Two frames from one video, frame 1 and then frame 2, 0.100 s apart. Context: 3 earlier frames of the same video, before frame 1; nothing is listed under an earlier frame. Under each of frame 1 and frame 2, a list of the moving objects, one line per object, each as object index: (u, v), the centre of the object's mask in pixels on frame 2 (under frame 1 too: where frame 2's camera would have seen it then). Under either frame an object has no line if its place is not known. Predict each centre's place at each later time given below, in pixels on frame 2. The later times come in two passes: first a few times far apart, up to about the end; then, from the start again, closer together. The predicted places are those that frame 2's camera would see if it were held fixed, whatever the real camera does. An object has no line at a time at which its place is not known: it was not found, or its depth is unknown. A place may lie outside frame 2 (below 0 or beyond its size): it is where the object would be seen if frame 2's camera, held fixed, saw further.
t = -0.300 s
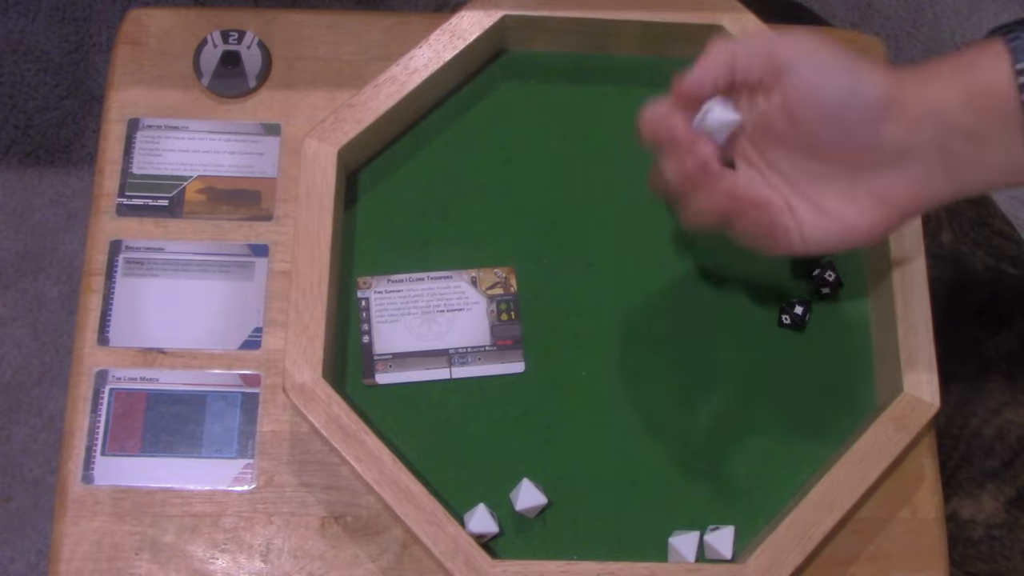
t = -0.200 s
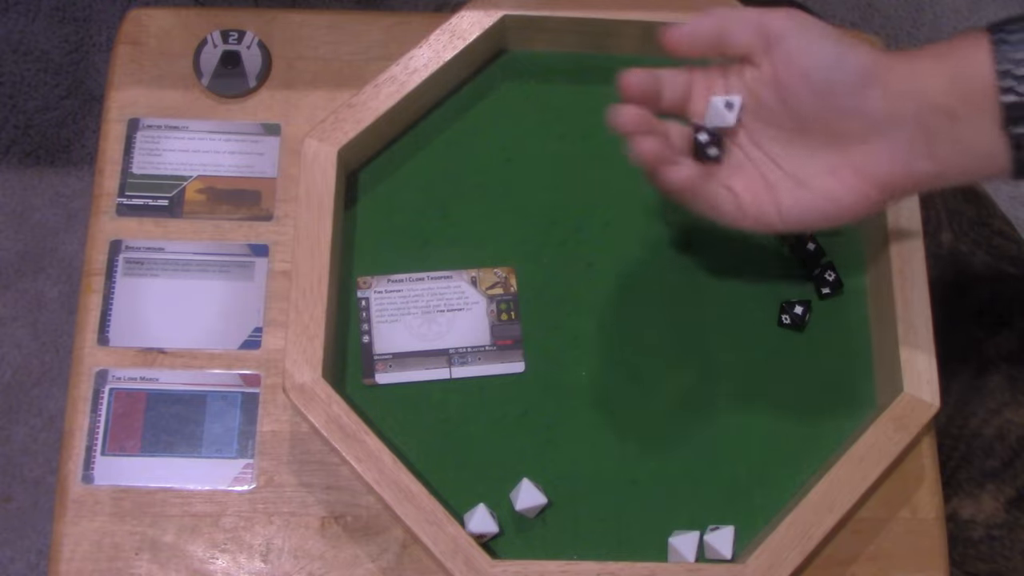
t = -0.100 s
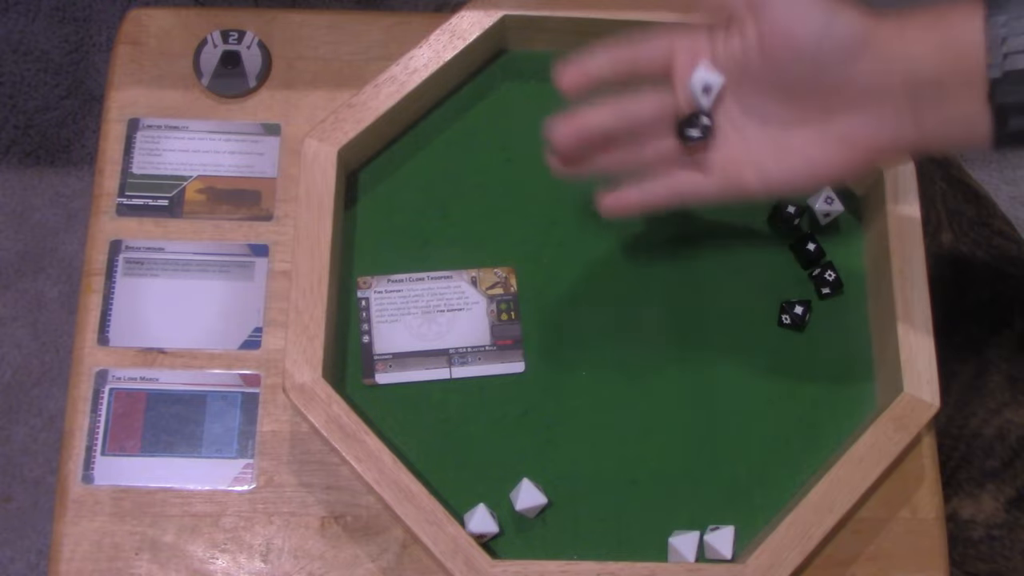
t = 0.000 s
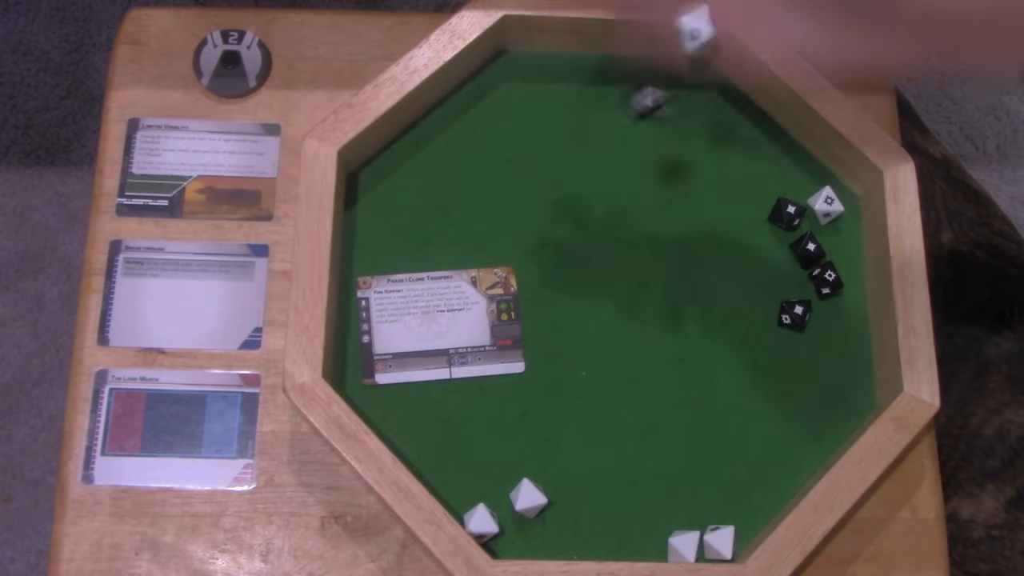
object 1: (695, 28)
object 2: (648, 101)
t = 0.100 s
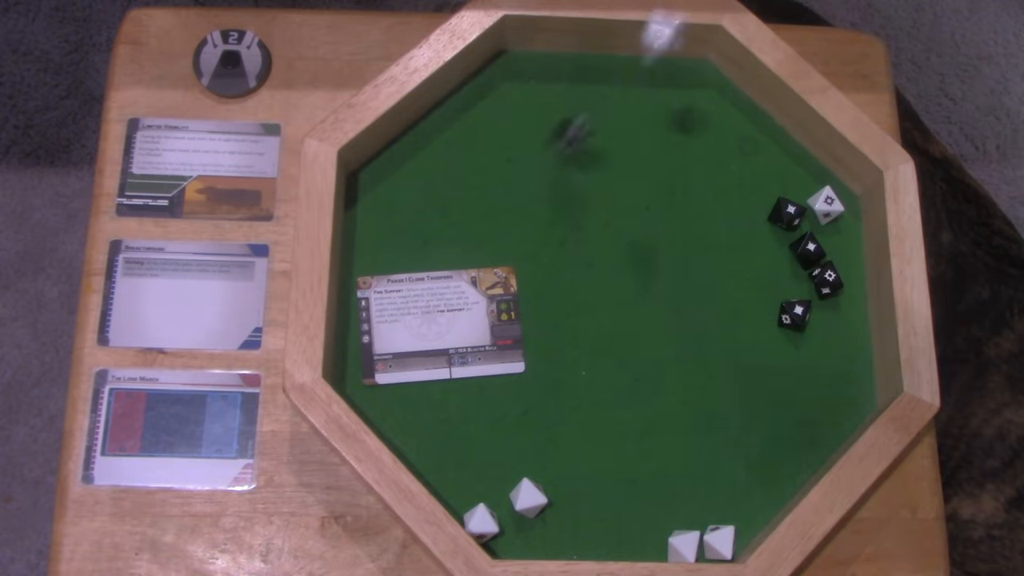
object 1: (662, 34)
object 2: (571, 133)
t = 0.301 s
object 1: (561, 83)
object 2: (472, 272)
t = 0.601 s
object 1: (538, 91)
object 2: (430, 410)
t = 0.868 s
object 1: (538, 91)
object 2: (430, 410)
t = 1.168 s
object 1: (538, 91)
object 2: (430, 410)
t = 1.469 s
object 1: (538, 91)
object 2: (430, 410)
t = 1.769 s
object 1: (538, 91)
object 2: (430, 410)
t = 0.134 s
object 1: (643, 59)
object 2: (547, 158)
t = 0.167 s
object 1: (624, 94)
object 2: (534, 165)
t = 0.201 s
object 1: (605, 113)
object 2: (517, 186)
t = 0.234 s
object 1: (594, 96)
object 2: (499, 221)
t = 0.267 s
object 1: (579, 84)
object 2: (485, 248)
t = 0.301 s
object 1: (561, 83)
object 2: (472, 272)
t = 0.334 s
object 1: (546, 89)
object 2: (461, 306)
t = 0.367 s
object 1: (538, 89)
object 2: (451, 335)
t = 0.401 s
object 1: (537, 91)
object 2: (445, 357)
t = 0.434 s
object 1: (538, 89)
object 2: (437, 382)
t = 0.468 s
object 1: (537, 90)
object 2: (435, 395)
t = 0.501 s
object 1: (538, 91)
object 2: (432, 405)
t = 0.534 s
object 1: (538, 91)
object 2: (430, 411)
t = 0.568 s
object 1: (538, 91)
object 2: (430, 410)
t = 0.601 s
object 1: (538, 91)
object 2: (430, 410)
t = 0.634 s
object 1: (538, 91)
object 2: (430, 411)
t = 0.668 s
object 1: (538, 91)
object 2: (430, 410)
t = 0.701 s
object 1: (538, 91)
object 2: (430, 410)
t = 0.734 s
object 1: (538, 91)
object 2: (430, 410)
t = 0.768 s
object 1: (538, 91)
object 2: (430, 410)
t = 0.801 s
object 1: (538, 91)
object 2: (430, 410)
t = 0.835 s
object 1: (538, 91)
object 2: (430, 410)
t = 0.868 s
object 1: (538, 91)
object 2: (430, 410)
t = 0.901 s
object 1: (538, 91)
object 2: (430, 410)
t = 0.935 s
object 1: (538, 91)
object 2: (430, 410)
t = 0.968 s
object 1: (538, 91)
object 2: (430, 410)
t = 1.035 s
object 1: (538, 91)
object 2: (430, 410)
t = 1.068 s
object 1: (538, 91)
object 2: (430, 410)
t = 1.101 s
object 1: (538, 91)
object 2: (430, 410)
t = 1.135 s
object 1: (538, 91)
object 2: (430, 410)
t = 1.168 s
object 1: (538, 91)
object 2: (430, 410)
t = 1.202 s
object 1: (538, 91)
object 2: (430, 410)
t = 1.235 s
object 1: (538, 91)
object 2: (430, 410)
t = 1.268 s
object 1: (538, 91)
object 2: (430, 410)
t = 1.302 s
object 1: (538, 91)
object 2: (430, 410)
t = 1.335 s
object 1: (538, 91)
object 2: (430, 410)
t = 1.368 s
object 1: (538, 91)
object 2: (430, 410)
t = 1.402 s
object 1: (538, 91)
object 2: (430, 410)
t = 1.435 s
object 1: (538, 91)
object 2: (430, 410)
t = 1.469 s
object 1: (538, 91)
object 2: (430, 410)
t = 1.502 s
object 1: (538, 91)
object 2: (430, 410)
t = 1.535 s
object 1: (538, 91)
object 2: (430, 410)
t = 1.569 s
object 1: (538, 91)
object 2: (430, 410)
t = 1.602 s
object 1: (538, 91)
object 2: (430, 410)
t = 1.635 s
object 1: (538, 91)
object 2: (430, 410)
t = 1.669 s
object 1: (538, 91)
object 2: (430, 410)
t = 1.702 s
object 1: (538, 91)
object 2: (430, 410)
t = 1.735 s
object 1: (538, 91)
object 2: (430, 410)
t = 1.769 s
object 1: (538, 91)
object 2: (430, 410)
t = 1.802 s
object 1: (538, 91)
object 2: (430, 410)
